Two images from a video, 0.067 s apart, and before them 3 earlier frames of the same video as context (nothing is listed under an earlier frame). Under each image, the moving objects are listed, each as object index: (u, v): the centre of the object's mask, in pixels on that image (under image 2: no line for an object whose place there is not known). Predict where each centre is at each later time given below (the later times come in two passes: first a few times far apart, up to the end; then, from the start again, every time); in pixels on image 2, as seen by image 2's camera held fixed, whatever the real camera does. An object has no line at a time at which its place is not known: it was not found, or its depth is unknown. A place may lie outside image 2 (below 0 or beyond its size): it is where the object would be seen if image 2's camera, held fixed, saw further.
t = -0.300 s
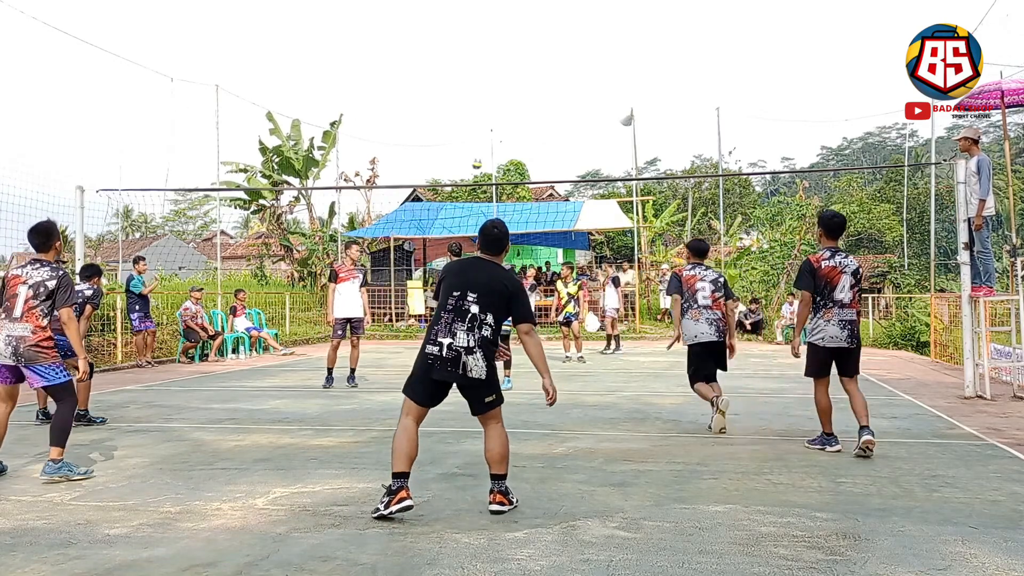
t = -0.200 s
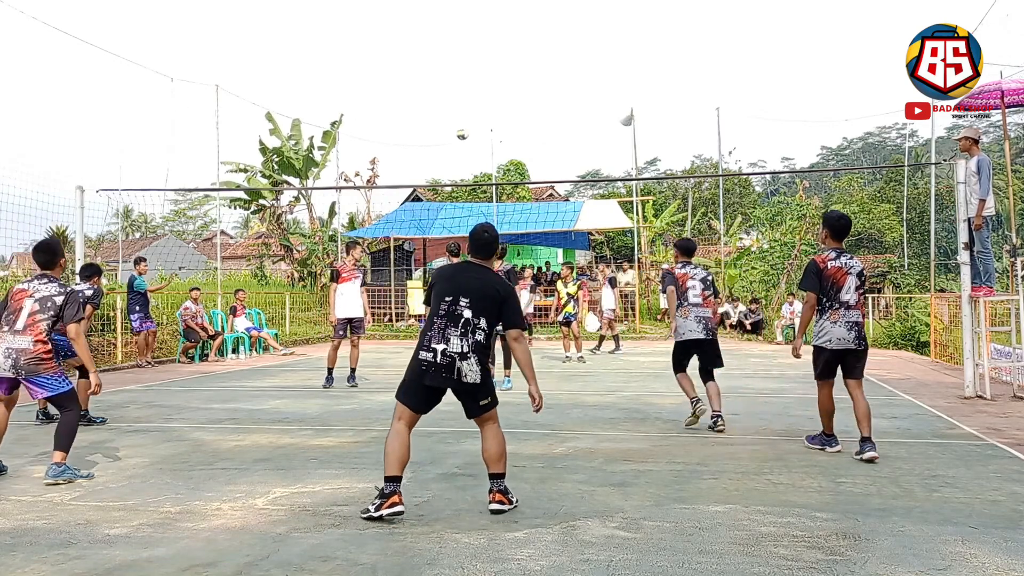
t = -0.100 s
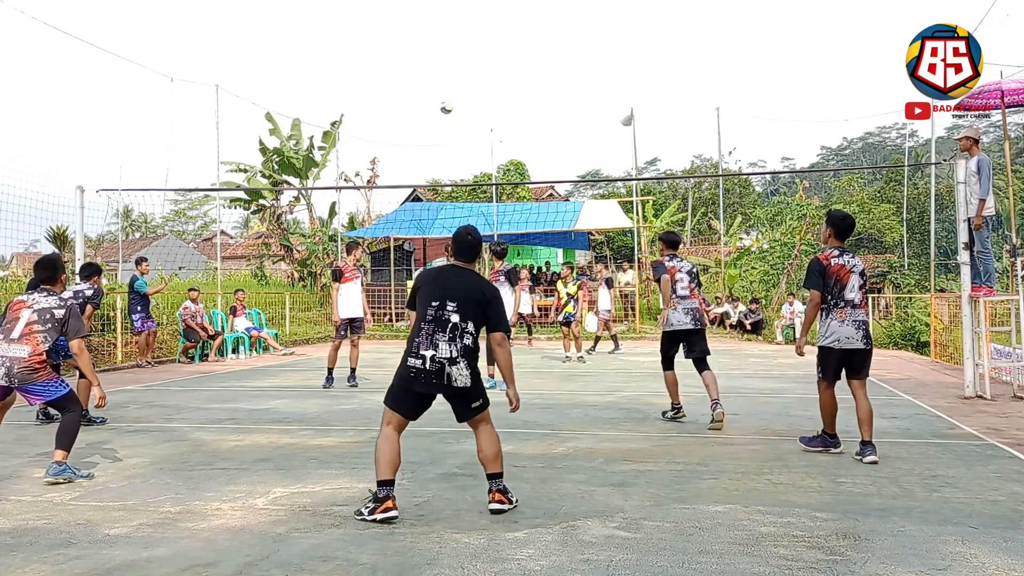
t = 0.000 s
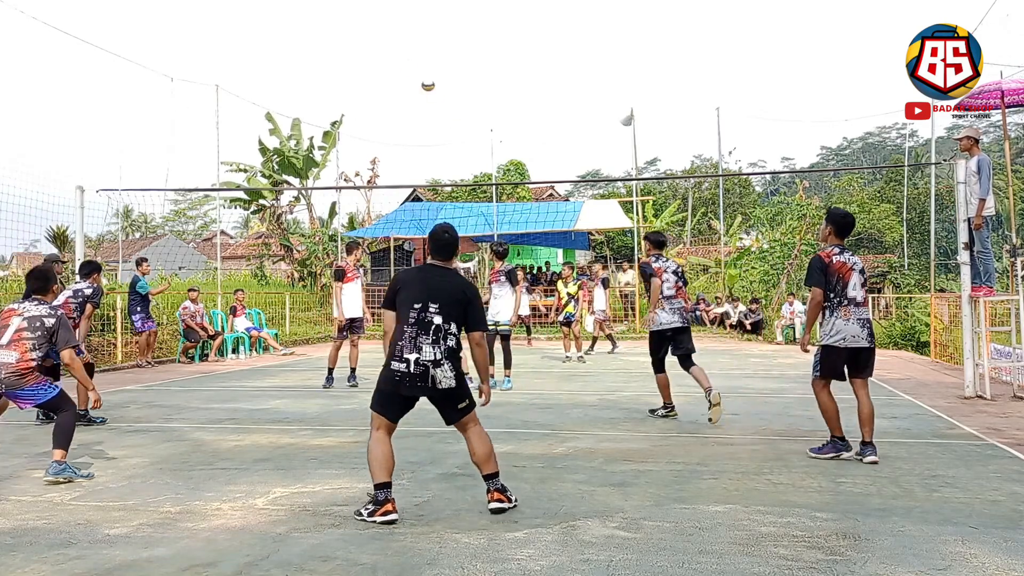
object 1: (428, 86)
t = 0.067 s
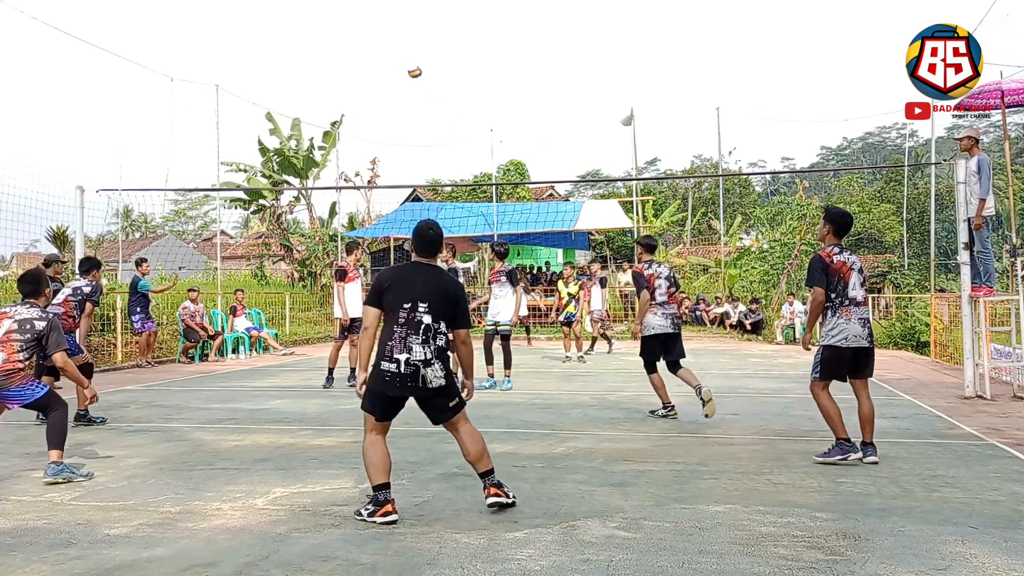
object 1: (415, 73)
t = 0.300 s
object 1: (360, 45)
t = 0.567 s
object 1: (276, 68)
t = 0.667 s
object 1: (232, 99)
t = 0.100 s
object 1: (408, 67)
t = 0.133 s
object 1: (400, 61)
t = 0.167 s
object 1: (393, 56)
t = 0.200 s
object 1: (385, 52)
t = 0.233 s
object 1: (377, 49)
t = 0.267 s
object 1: (369, 46)
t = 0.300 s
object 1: (360, 45)
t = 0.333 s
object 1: (351, 43)
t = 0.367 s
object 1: (342, 43)
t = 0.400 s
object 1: (332, 44)
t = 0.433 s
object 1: (321, 46)
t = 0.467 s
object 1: (311, 50)
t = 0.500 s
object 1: (300, 55)
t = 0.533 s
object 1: (288, 61)
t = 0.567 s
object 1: (276, 68)
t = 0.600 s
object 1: (262, 76)
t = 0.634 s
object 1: (248, 87)
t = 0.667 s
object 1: (232, 99)
